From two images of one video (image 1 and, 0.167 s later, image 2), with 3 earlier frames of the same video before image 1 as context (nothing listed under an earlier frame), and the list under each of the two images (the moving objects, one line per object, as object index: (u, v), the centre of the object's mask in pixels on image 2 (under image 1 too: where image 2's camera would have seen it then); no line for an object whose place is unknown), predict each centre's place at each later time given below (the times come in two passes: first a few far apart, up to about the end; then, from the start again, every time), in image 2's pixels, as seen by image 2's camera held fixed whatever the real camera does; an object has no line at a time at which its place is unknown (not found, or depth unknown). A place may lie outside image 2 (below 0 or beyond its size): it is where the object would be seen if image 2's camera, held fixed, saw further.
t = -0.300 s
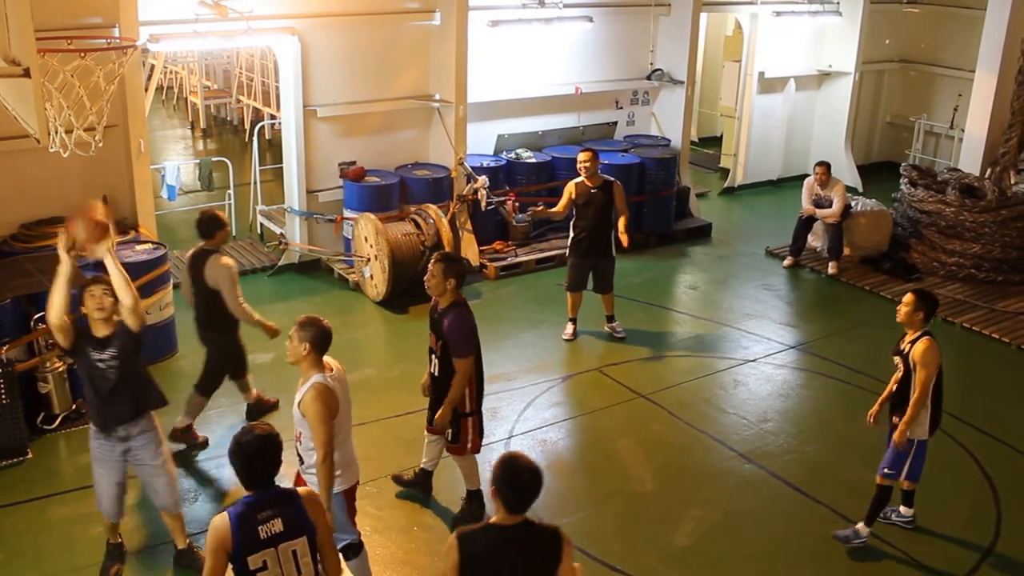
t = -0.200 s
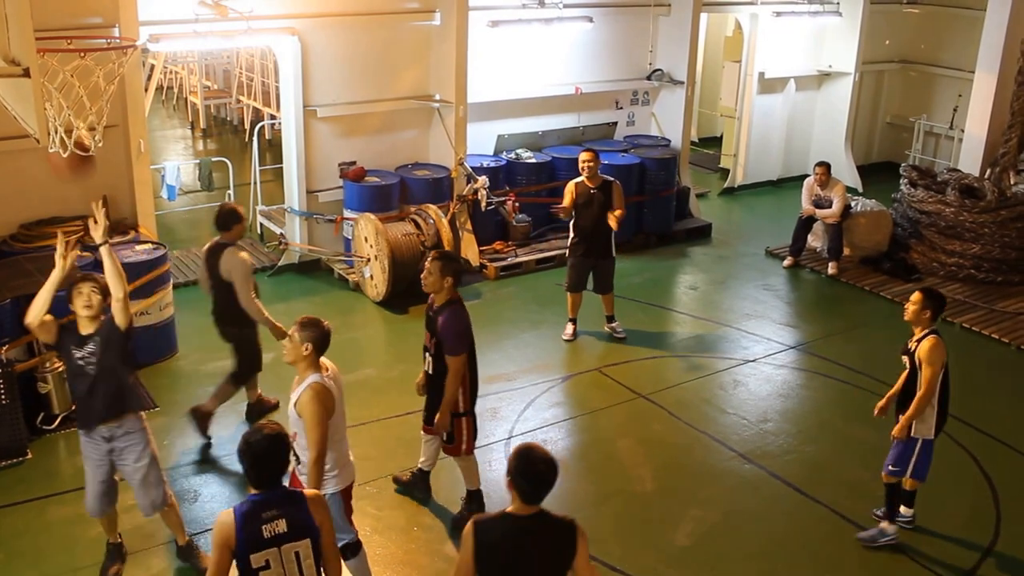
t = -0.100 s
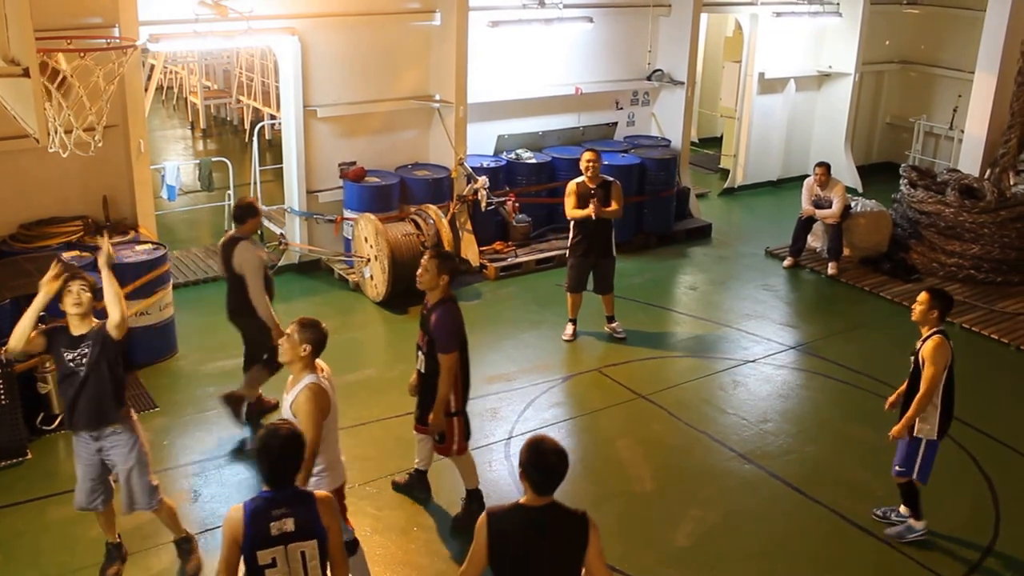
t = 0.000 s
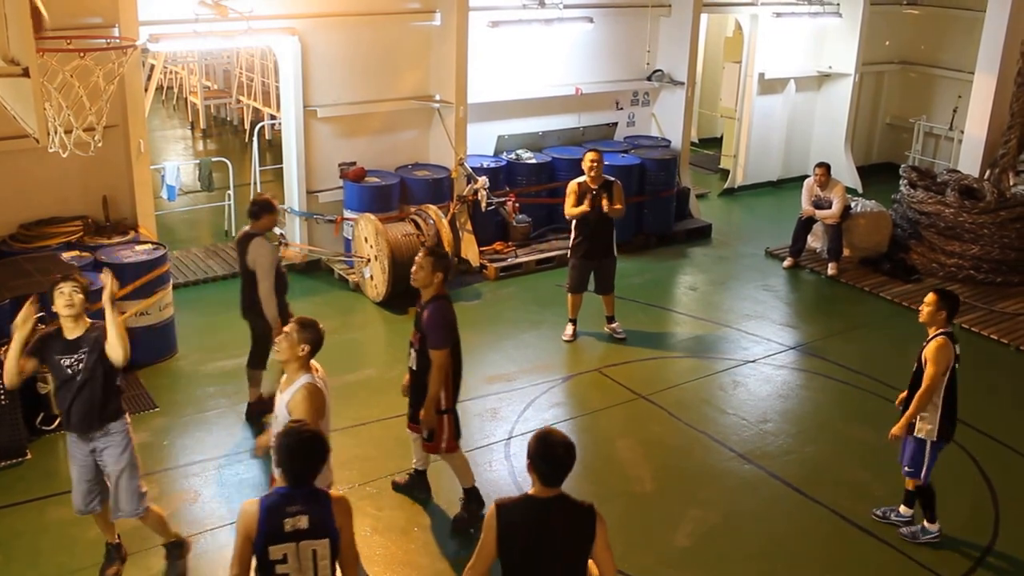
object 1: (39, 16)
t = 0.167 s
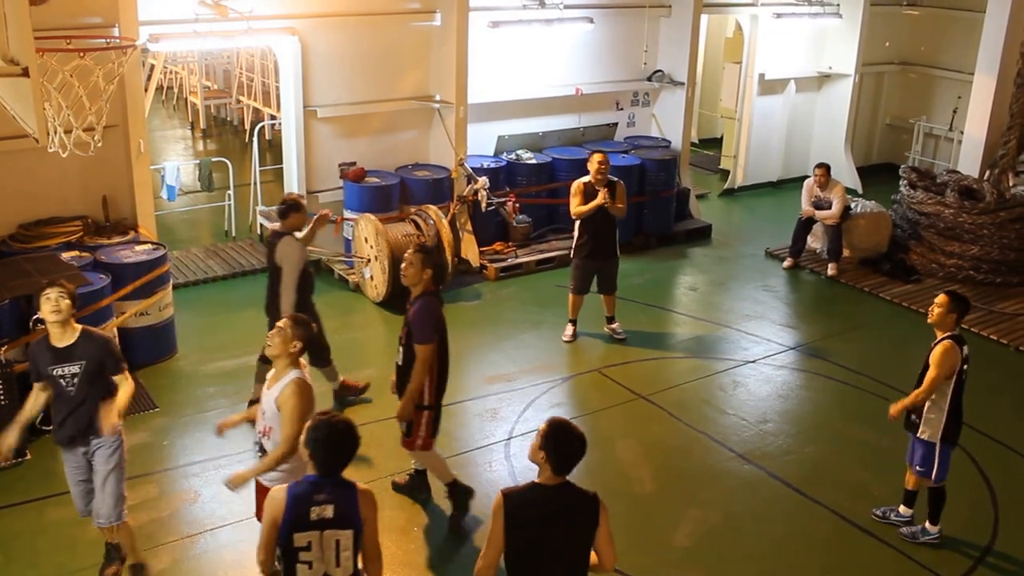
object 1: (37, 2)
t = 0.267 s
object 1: (58, 6)
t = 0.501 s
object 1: (79, 32)
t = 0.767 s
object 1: (77, 125)
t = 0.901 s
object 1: (73, 171)
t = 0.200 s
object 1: (42, 3)
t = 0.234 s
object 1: (49, 4)
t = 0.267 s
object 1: (58, 6)
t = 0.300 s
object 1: (66, 9)
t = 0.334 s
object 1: (76, 13)
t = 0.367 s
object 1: (82, 18)
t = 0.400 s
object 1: (82, 19)
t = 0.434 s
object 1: (80, 21)
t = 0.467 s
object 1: (79, 25)
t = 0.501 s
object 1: (79, 32)
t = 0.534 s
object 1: (79, 46)
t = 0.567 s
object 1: (80, 64)
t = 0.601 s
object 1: (79, 81)
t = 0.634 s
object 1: (78, 99)
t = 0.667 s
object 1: (78, 108)
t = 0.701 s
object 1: (77, 115)
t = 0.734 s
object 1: (77, 120)
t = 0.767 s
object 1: (77, 125)
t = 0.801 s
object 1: (76, 133)
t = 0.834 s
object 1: (75, 144)
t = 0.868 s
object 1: (74, 157)
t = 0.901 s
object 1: (73, 171)
